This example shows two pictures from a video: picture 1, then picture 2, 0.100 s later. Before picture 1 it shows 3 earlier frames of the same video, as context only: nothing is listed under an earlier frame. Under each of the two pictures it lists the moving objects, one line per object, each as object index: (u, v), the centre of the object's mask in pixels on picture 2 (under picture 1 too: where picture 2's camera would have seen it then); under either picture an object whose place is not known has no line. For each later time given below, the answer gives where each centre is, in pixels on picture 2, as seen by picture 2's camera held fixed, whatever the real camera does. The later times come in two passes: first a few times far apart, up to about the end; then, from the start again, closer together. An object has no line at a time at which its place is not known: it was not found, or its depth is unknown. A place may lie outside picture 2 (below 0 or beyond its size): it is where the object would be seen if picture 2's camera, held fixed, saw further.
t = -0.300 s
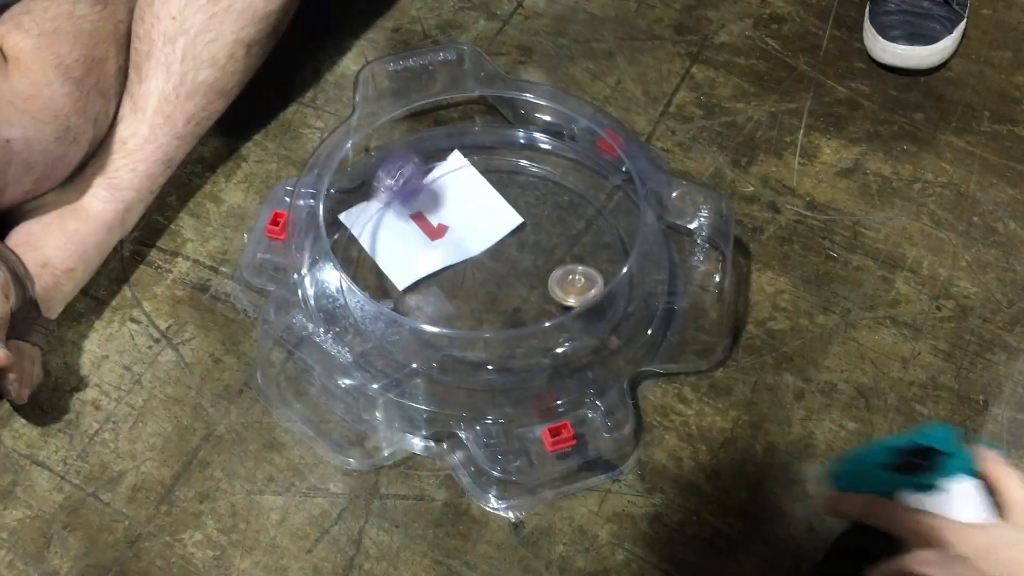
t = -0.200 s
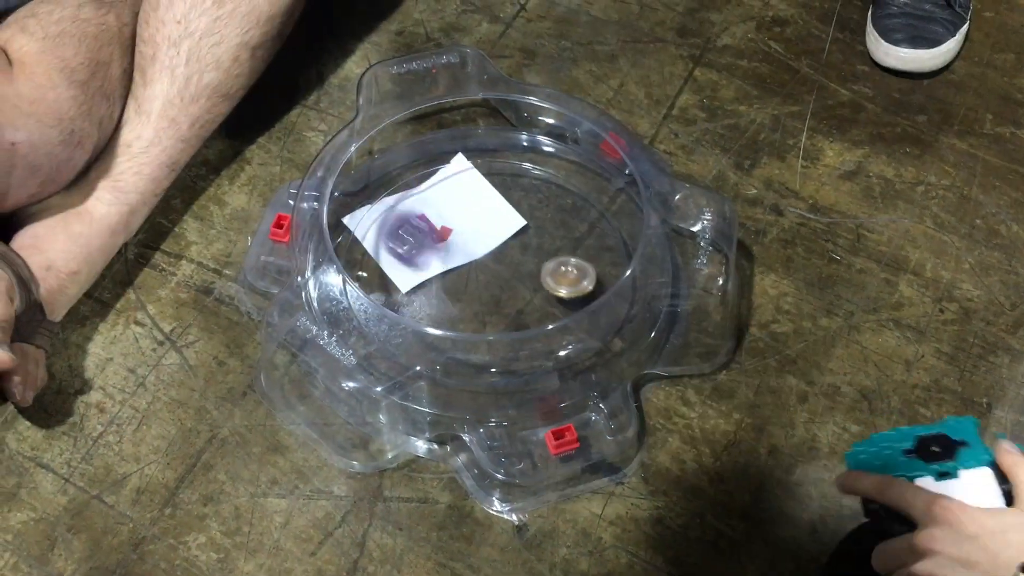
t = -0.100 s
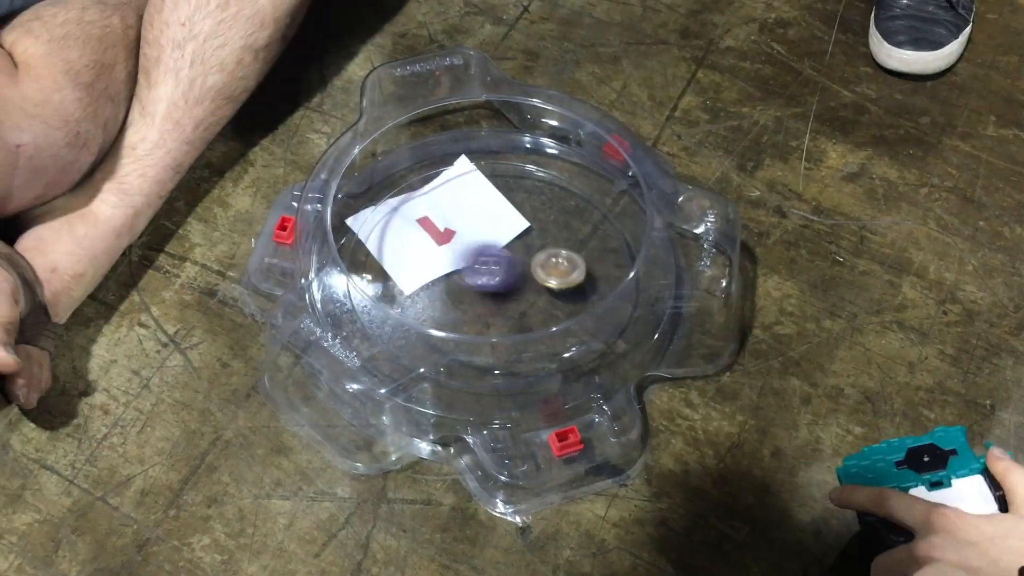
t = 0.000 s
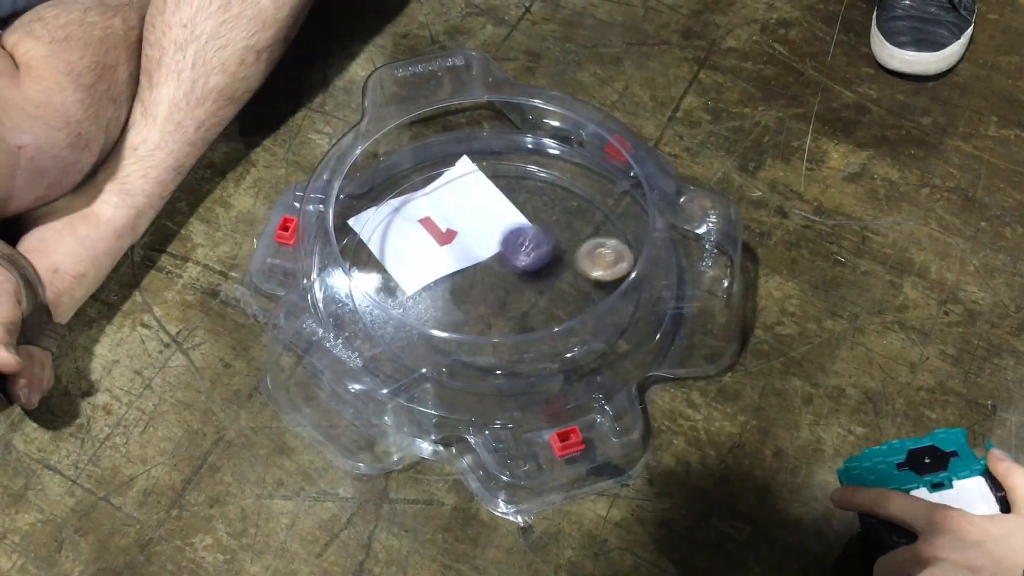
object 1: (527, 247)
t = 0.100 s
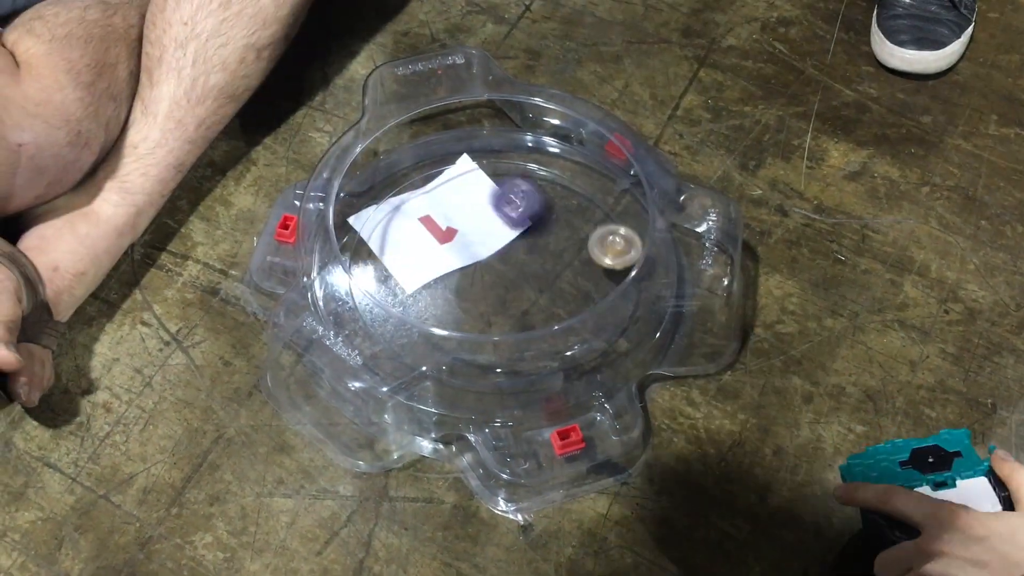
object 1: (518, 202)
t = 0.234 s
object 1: (442, 207)
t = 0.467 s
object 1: (528, 290)
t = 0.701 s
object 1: (562, 181)
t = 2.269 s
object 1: (574, 205)
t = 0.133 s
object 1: (501, 193)
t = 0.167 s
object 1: (482, 189)
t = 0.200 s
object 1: (459, 196)
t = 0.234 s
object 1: (442, 207)
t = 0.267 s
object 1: (433, 224)
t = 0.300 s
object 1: (432, 244)
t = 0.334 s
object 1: (444, 264)
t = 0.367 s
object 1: (461, 279)
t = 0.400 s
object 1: (481, 289)
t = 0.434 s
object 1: (503, 291)
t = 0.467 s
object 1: (528, 290)
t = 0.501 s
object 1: (553, 283)
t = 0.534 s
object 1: (572, 270)
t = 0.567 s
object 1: (584, 251)
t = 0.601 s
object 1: (587, 233)
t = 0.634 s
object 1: (581, 216)
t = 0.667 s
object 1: (571, 198)
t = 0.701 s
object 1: (562, 181)
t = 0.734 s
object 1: (548, 164)
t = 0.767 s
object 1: (525, 158)
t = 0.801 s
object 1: (501, 155)
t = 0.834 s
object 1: (473, 159)
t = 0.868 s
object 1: (455, 175)
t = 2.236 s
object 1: (594, 219)
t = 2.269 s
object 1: (574, 205)
